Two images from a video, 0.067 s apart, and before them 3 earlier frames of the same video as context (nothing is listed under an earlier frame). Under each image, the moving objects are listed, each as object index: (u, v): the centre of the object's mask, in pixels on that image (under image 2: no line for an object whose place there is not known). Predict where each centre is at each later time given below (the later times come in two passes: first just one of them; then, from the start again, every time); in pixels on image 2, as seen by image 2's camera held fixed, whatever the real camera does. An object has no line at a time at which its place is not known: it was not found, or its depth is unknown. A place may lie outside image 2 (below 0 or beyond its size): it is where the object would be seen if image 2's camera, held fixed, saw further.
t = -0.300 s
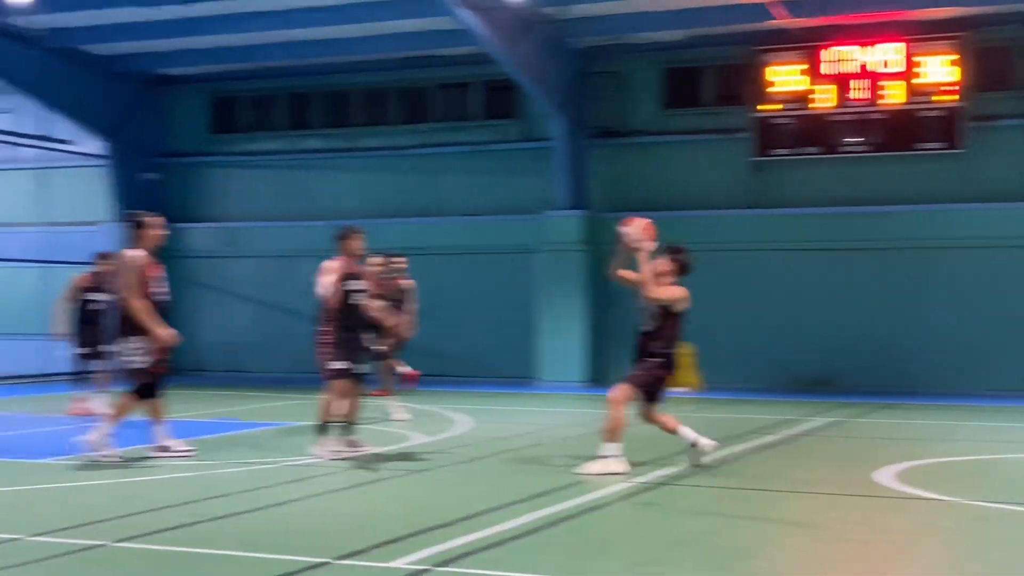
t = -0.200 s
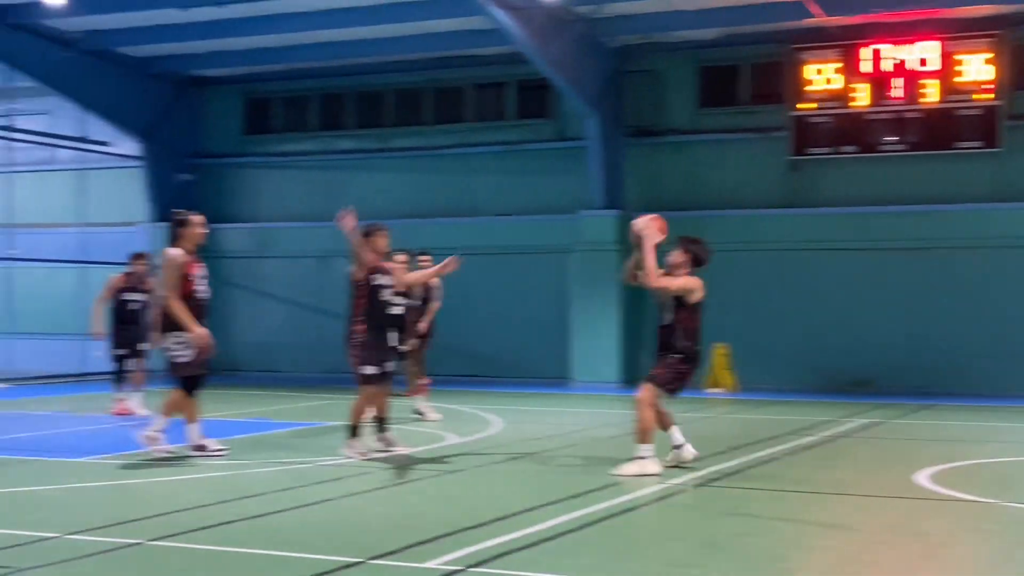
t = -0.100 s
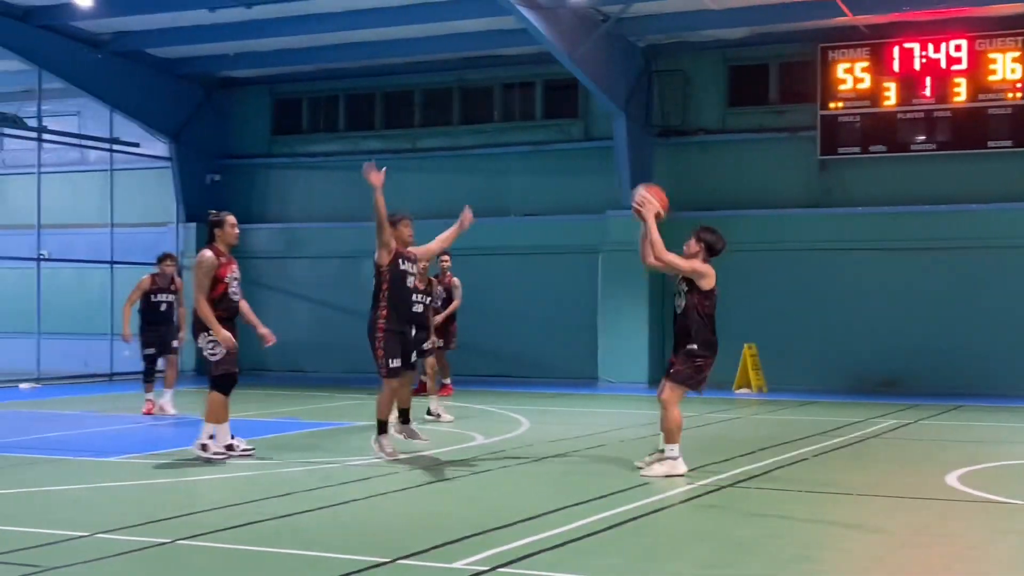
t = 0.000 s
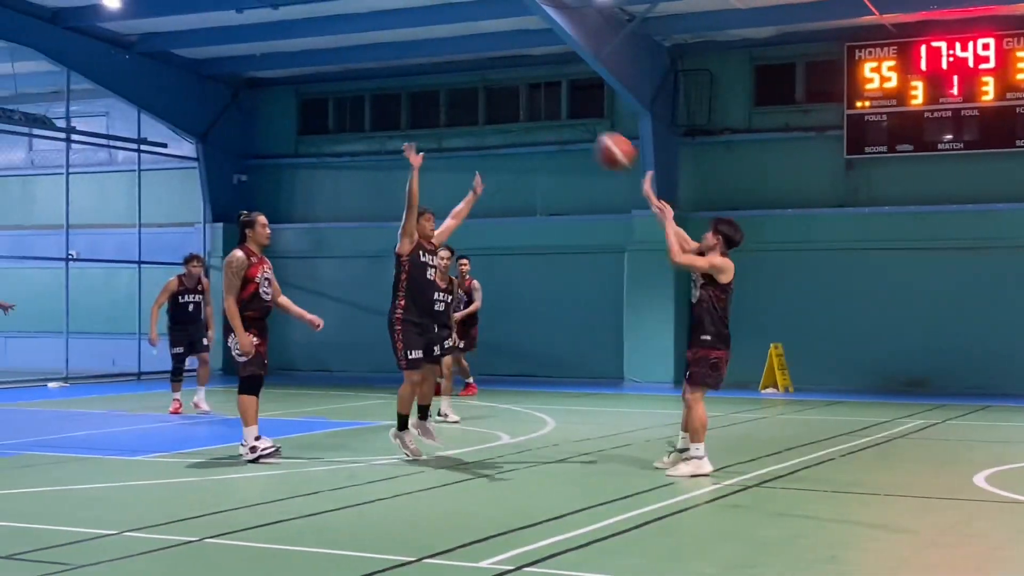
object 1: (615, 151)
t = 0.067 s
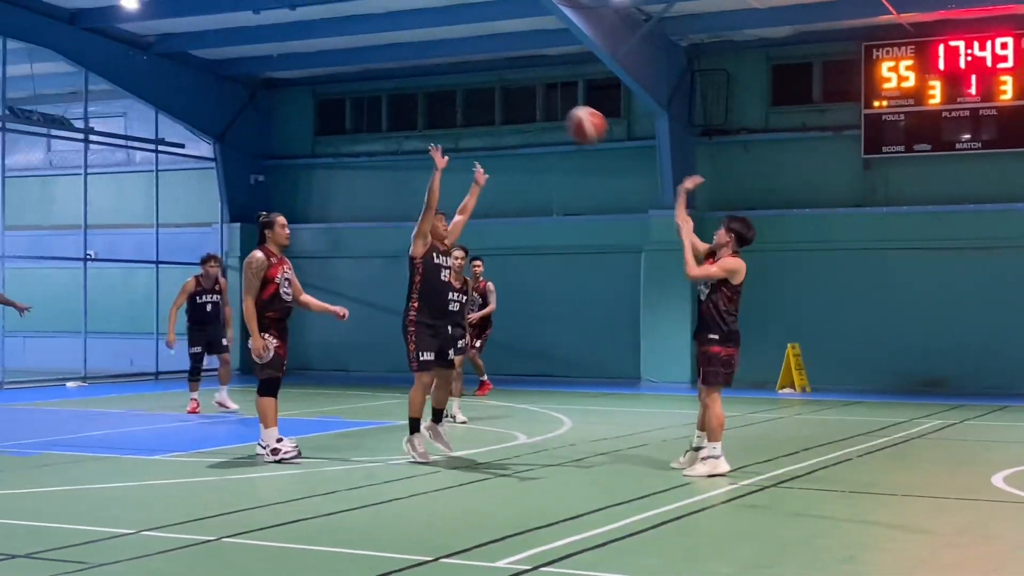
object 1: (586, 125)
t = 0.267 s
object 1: (453, 86)
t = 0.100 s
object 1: (563, 114)
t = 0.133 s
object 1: (541, 105)
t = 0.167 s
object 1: (519, 99)
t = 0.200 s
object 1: (496, 94)
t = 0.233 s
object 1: (475, 90)
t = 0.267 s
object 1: (453, 86)
